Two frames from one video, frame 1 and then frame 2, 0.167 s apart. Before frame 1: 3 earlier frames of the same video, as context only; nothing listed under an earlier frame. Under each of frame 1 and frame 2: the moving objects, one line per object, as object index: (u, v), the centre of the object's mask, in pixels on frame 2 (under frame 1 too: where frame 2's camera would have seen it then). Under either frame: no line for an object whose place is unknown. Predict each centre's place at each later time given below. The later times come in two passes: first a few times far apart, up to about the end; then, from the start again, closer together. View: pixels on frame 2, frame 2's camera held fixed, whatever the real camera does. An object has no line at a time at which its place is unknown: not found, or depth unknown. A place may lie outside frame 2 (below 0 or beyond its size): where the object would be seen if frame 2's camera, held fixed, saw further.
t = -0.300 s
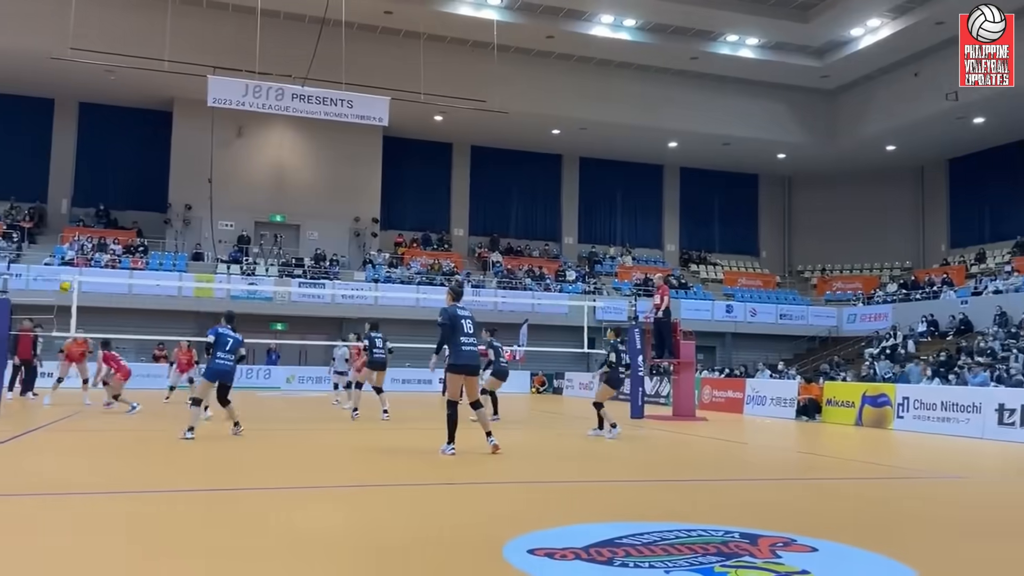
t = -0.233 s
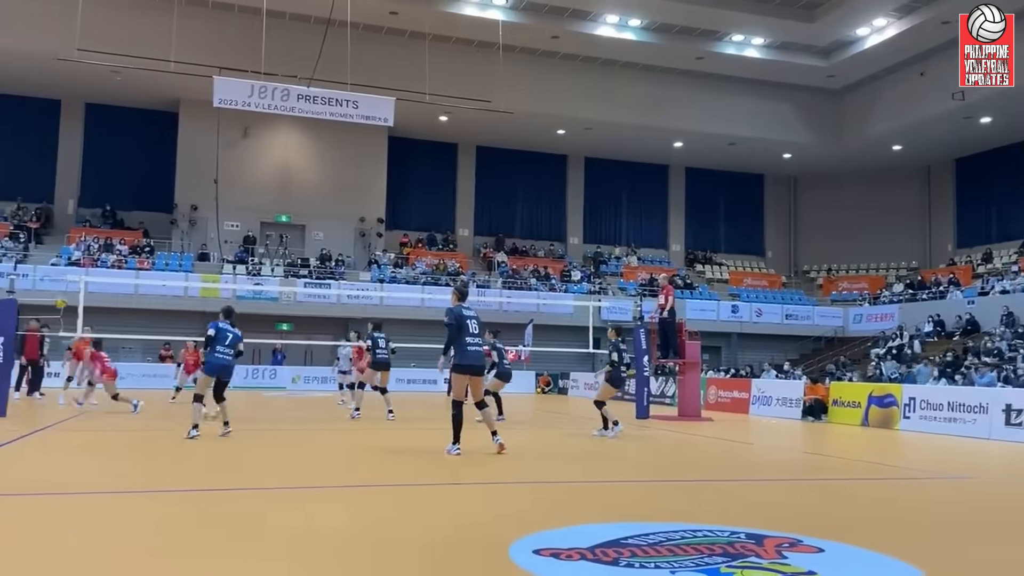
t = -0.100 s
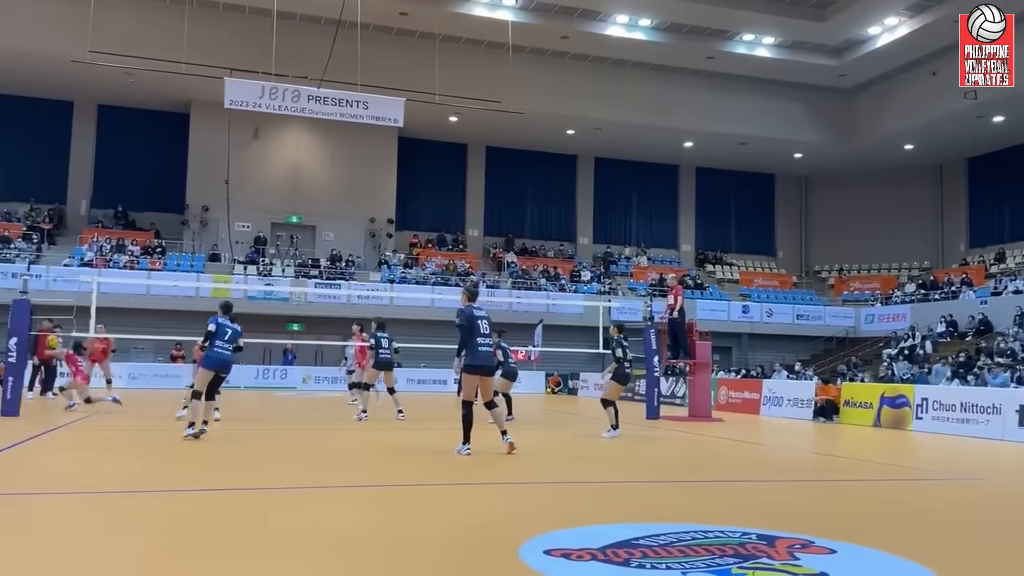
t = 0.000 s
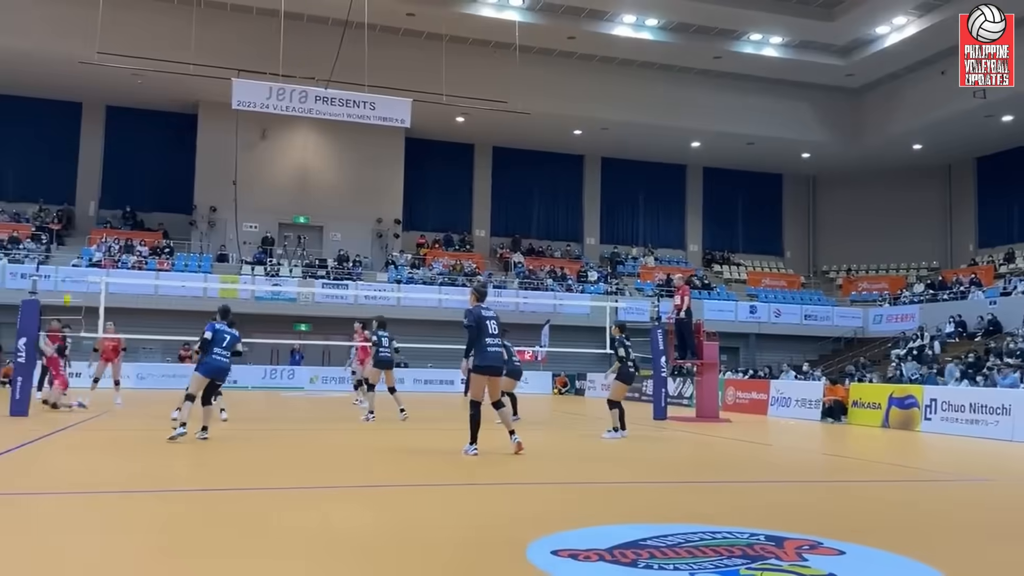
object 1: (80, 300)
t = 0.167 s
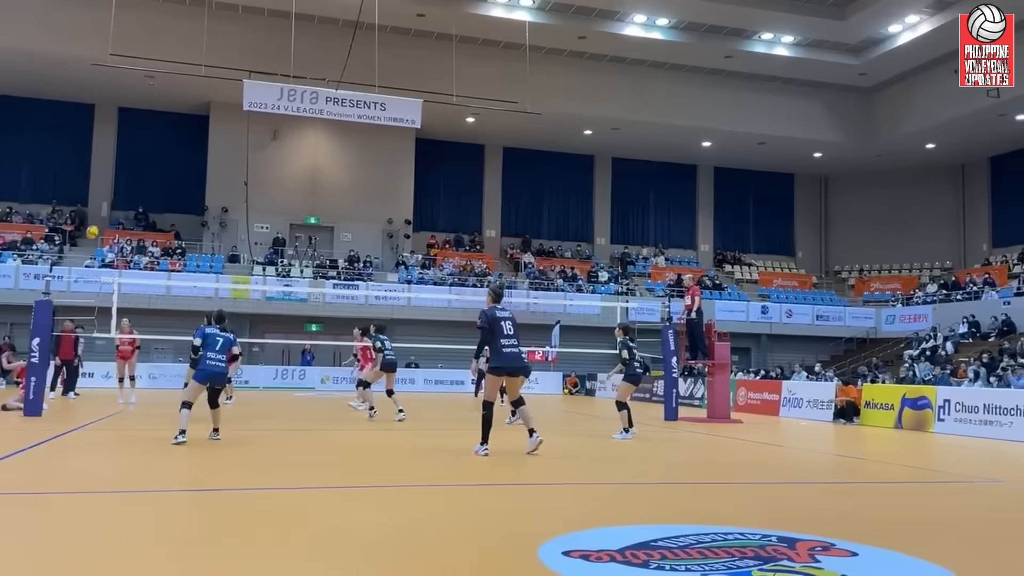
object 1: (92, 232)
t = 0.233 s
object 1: (96, 210)
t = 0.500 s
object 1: (113, 149)
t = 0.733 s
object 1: (127, 127)
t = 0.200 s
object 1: (94, 221)
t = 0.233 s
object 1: (96, 210)
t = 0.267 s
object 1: (99, 199)
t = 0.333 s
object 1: (103, 182)
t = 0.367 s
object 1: (105, 174)
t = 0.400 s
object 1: (108, 167)
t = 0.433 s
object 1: (110, 160)
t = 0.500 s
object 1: (113, 149)
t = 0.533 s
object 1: (116, 144)
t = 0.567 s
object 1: (118, 140)
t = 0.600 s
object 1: (120, 136)
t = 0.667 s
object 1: (123, 131)
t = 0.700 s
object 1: (125, 129)
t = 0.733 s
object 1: (127, 127)
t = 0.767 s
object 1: (128, 126)
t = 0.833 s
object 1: (131, 126)
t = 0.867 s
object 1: (133, 127)
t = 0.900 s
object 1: (134, 128)
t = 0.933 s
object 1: (135, 129)
